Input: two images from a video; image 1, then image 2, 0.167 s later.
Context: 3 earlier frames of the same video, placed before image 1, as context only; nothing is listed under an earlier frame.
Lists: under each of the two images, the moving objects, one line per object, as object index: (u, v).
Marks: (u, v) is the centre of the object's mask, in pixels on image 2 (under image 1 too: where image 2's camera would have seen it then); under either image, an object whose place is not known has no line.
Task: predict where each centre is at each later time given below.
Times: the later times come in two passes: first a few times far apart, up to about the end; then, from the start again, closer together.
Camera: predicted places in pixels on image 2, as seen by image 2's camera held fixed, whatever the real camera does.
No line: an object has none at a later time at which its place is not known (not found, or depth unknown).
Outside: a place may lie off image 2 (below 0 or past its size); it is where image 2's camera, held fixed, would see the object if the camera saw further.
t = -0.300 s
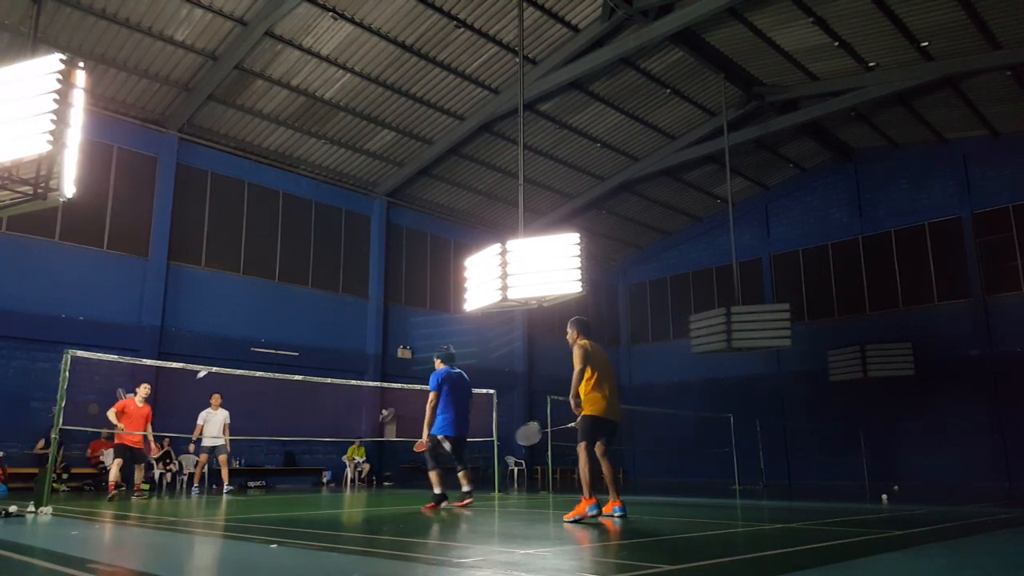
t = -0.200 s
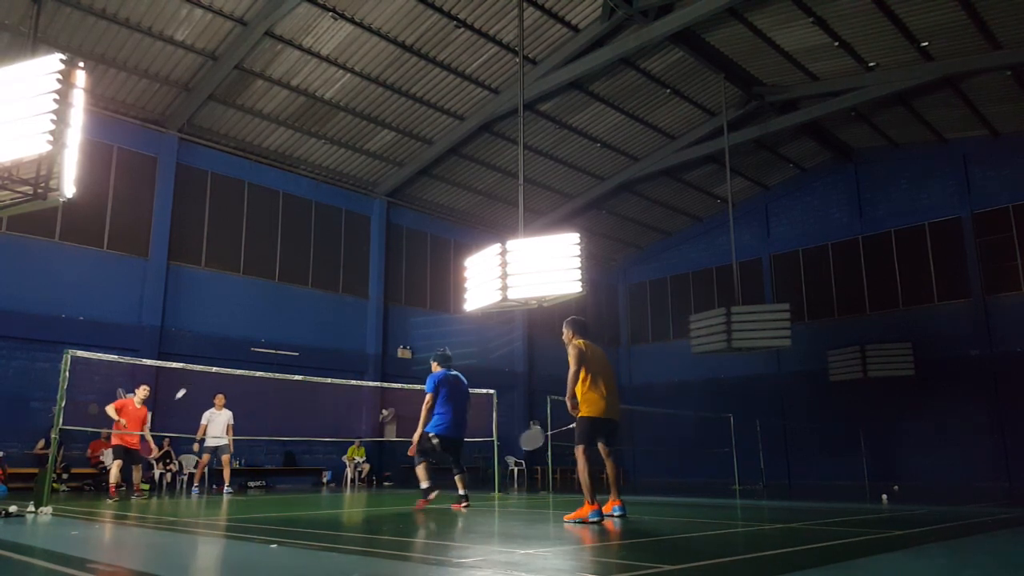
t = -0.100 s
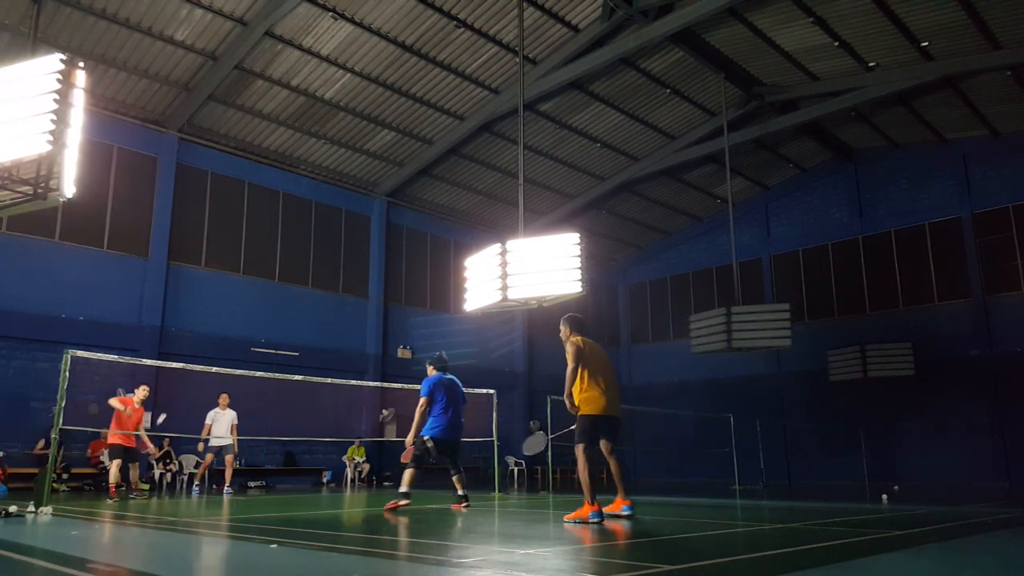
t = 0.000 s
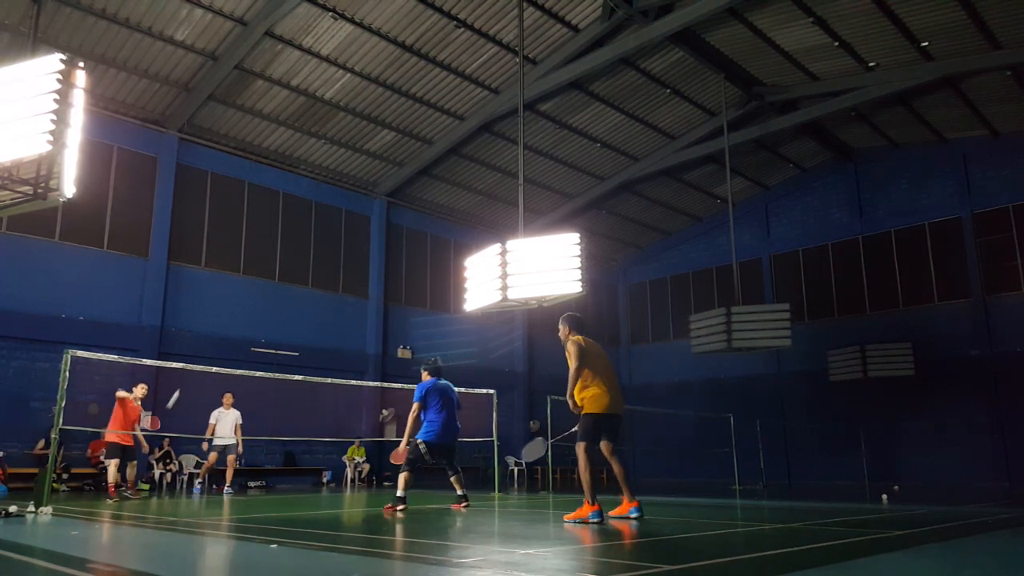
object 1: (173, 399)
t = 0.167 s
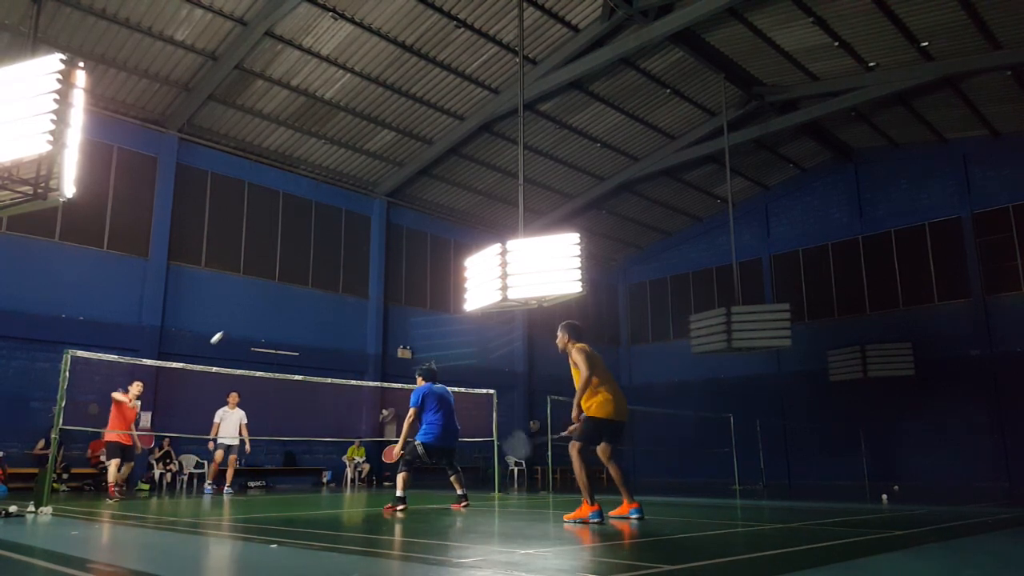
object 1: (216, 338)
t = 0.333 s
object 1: (254, 305)
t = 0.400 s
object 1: (268, 300)
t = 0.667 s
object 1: (319, 321)
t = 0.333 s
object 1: (254, 305)
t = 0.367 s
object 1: (261, 302)
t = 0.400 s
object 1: (268, 300)
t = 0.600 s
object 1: (307, 308)
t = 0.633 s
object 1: (313, 314)
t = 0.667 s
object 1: (319, 321)
